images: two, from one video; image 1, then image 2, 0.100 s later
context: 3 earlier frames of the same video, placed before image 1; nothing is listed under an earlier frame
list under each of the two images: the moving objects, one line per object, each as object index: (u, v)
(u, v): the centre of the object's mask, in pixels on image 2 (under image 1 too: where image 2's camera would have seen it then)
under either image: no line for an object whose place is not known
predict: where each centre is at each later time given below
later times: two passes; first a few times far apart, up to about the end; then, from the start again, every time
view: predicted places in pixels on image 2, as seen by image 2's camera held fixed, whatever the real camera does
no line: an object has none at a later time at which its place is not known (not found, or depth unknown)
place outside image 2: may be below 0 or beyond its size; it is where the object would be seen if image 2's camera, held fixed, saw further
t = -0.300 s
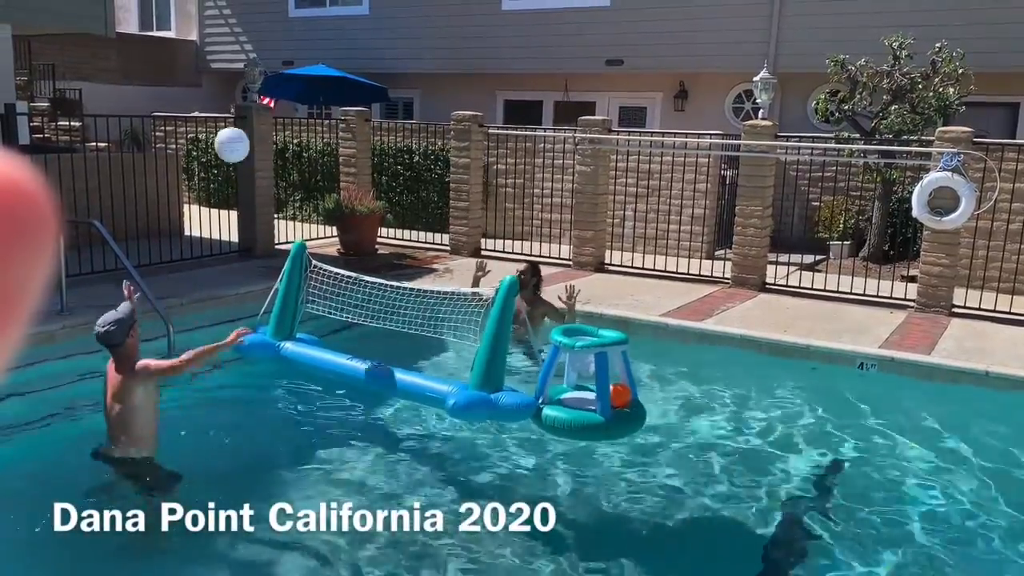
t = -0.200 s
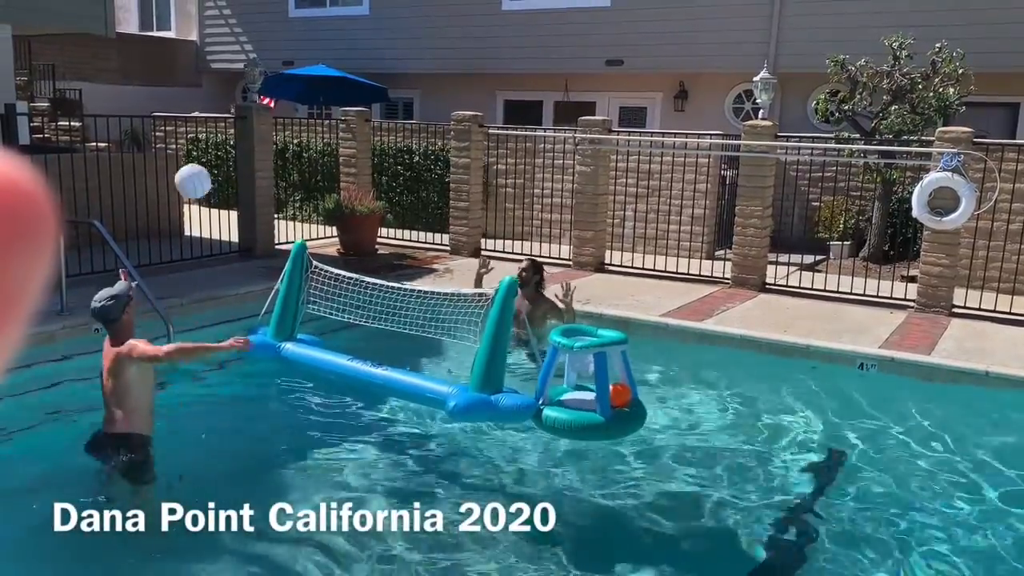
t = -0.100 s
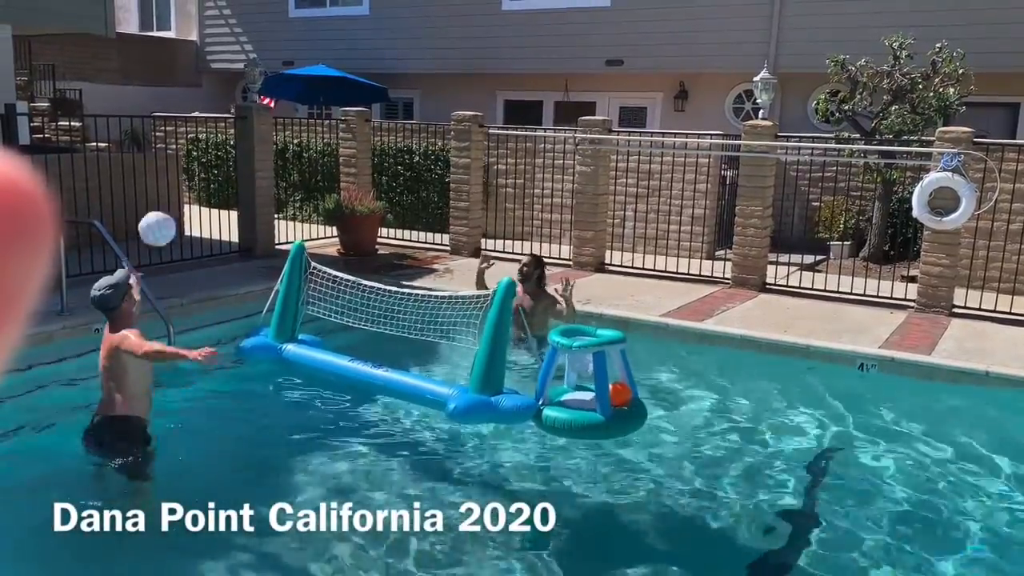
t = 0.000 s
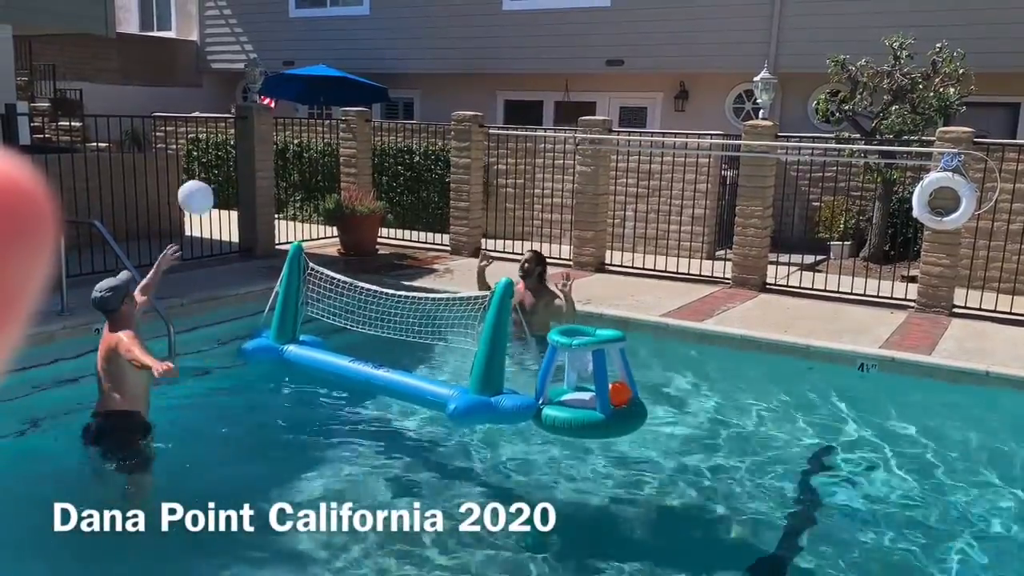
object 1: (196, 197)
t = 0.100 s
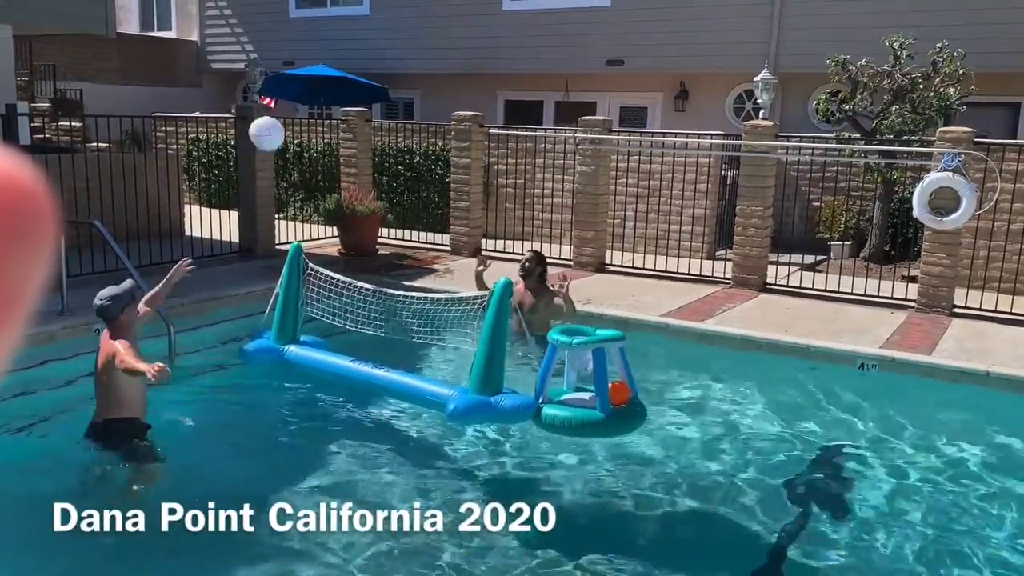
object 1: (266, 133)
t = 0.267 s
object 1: (355, 68)
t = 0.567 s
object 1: (463, 53)
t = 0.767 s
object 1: (509, 93)
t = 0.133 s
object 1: (287, 117)
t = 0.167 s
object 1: (305, 102)
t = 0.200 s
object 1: (323, 89)
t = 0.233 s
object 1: (339, 78)
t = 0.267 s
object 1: (355, 68)
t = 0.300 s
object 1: (370, 61)
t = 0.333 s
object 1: (384, 55)
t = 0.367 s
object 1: (397, 51)
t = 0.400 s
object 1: (409, 48)
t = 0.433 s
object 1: (421, 46)
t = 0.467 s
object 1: (432, 47)
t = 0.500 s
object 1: (443, 48)
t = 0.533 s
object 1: (453, 50)
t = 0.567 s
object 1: (463, 53)
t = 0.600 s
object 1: (472, 57)
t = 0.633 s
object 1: (480, 63)
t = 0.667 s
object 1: (488, 69)
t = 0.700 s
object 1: (496, 76)
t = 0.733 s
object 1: (503, 84)
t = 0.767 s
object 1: (509, 93)
